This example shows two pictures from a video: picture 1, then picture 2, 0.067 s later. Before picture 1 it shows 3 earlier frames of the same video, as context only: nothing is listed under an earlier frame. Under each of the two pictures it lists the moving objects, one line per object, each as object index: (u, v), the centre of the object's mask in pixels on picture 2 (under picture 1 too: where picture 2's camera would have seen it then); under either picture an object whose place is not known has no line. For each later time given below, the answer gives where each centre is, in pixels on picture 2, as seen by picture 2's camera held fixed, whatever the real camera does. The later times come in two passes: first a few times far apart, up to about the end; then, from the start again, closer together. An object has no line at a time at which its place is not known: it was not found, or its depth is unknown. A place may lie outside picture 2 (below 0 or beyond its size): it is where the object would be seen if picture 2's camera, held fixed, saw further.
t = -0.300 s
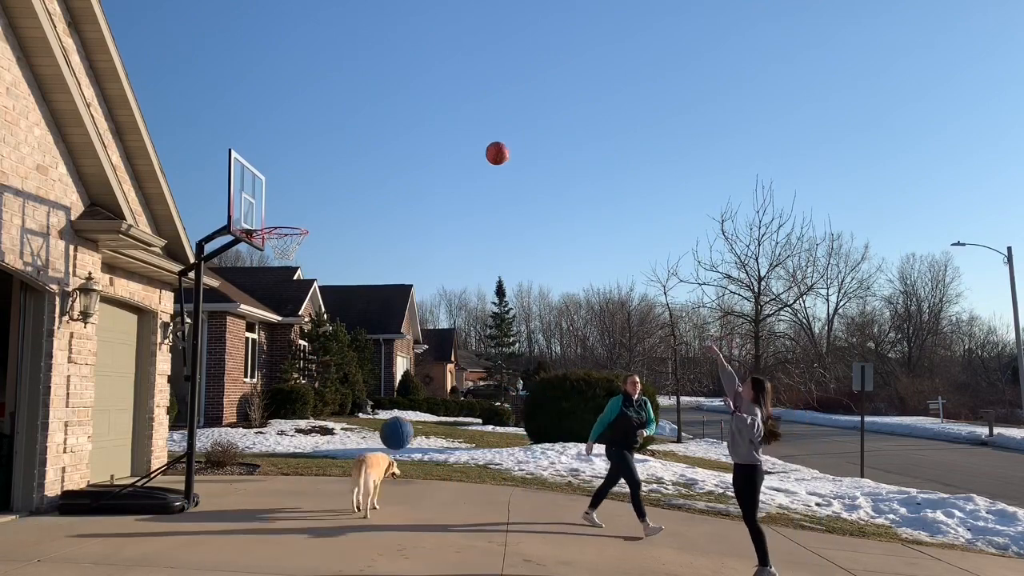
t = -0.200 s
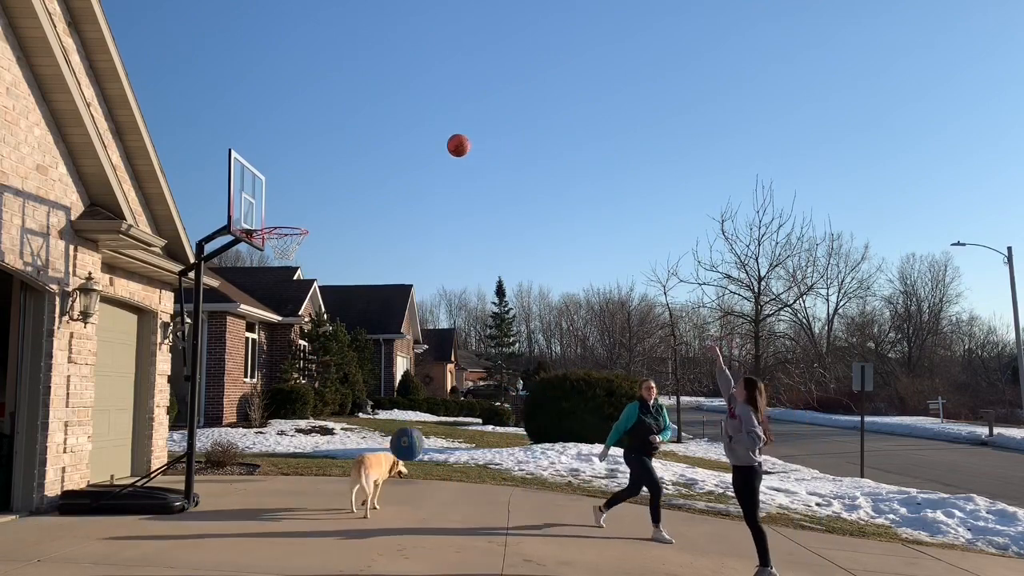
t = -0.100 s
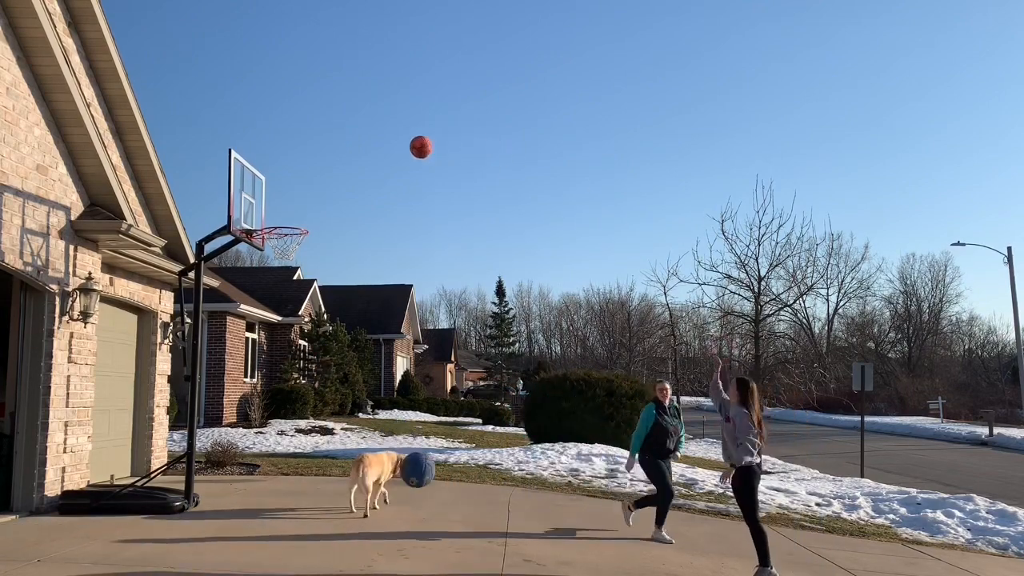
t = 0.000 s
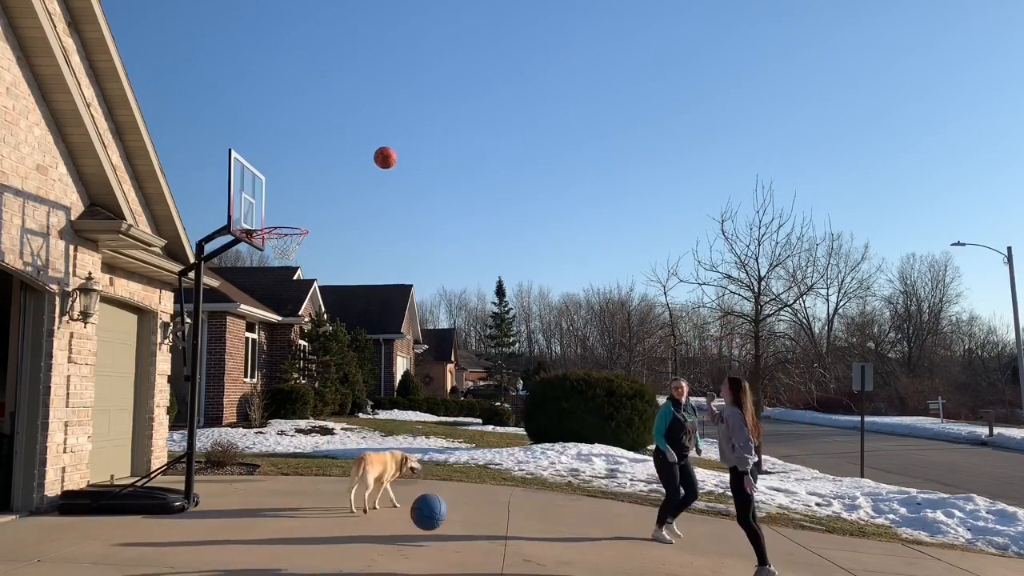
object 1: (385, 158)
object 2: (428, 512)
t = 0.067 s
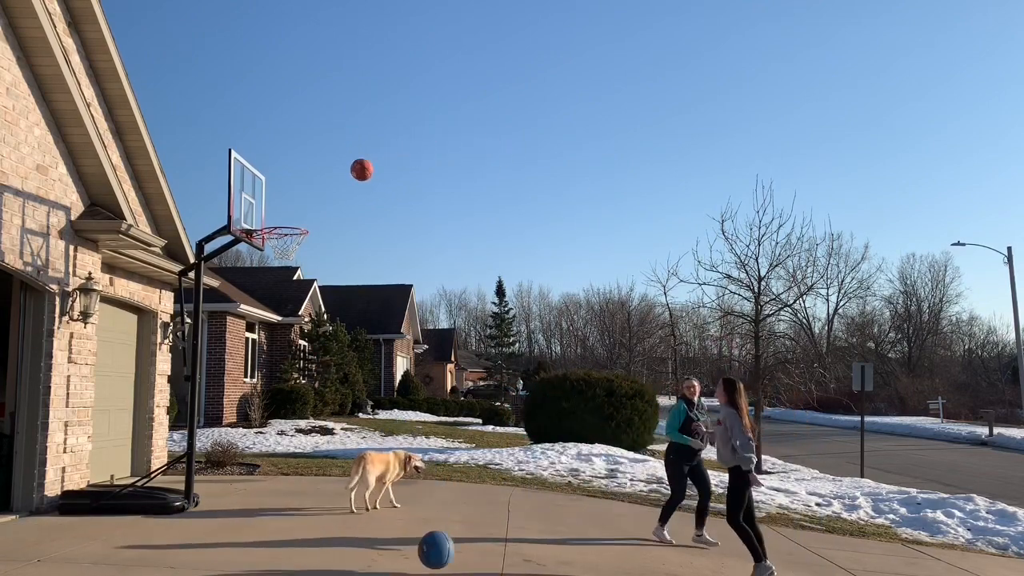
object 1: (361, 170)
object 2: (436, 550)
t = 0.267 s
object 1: (293, 227)
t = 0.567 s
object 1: (281, 235)
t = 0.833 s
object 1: (289, 256)
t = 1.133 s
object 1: (281, 313)
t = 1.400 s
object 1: (271, 434)
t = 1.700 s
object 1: (269, 418)
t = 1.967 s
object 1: (269, 365)
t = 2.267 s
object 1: (268, 382)
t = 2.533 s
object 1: (265, 466)
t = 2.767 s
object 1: (269, 422)
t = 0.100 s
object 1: (350, 177)
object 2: (440, 565)
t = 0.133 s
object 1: (339, 185)
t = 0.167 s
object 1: (327, 194)
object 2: (449, 566)
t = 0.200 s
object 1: (315, 205)
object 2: (455, 559)
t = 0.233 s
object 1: (304, 216)
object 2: (461, 547)
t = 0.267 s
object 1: (293, 227)
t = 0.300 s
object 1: (282, 240)
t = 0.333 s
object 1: (273, 248)
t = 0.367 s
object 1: (272, 244)
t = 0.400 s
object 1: (274, 240)
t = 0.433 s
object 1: (275, 238)
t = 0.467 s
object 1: (277, 235)
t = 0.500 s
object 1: (279, 234)
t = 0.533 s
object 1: (280, 234)
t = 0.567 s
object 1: (281, 235)
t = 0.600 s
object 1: (283, 237)
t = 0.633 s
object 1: (285, 239)
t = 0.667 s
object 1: (286, 243)
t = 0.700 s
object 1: (287, 246)
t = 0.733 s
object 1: (288, 250)
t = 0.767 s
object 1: (289, 252)
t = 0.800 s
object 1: (289, 254)
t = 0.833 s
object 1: (289, 256)
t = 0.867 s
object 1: (289, 258)
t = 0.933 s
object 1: (287, 266)
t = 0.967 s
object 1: (286, 271)
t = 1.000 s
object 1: (285, 278)
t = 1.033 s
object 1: (284, 285)
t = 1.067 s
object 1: (283, 293)
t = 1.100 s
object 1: (282, 303)
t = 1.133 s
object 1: (281, 313)
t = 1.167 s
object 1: (280, 325)
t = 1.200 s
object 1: (279, 337)
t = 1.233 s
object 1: (279, 351)
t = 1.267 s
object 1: (277, 365)
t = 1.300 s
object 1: (276, 381)
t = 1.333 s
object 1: (275, 398)
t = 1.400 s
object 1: (271, 434)
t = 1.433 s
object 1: (270, 454)
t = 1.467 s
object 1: (268, 476)
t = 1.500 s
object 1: (267, 498)
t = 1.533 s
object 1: (266, 487)
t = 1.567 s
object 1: (267, 471)
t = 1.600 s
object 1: (267, 456)
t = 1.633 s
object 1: (268, 443)
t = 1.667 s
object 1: (268, 430)
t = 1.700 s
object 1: (269, 418)
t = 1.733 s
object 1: (270, 408)
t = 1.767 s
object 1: (270, 399)
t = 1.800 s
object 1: (269, 391)
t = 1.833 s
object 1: (269, 383)
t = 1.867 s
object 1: (268, 378)
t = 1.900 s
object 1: (269, 372)
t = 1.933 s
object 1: (269, 367)
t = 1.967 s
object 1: (269, 365)
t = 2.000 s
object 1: (269, 363)
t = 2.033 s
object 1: (269, 362)
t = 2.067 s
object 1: (269, 362)
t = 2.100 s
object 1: (269, 363)
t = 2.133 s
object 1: (269, 365)
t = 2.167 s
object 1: (269, 367)
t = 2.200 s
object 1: (269, 370)
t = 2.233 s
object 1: (269, 375)
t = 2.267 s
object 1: (268, 382)
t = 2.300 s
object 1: (267, 389)
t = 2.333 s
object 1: (268, 397)
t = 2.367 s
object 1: (267, 406)
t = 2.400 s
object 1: (267, 416)
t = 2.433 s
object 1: (267, 427)
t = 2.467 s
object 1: (265, 439)
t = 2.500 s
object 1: (265, 452)
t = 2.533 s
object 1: (265, 466)
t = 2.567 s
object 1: (263, 482)
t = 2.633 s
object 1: (264, 488)
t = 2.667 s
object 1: (266, 465)
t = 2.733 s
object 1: (268, 432)
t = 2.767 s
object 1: (269, 422)
